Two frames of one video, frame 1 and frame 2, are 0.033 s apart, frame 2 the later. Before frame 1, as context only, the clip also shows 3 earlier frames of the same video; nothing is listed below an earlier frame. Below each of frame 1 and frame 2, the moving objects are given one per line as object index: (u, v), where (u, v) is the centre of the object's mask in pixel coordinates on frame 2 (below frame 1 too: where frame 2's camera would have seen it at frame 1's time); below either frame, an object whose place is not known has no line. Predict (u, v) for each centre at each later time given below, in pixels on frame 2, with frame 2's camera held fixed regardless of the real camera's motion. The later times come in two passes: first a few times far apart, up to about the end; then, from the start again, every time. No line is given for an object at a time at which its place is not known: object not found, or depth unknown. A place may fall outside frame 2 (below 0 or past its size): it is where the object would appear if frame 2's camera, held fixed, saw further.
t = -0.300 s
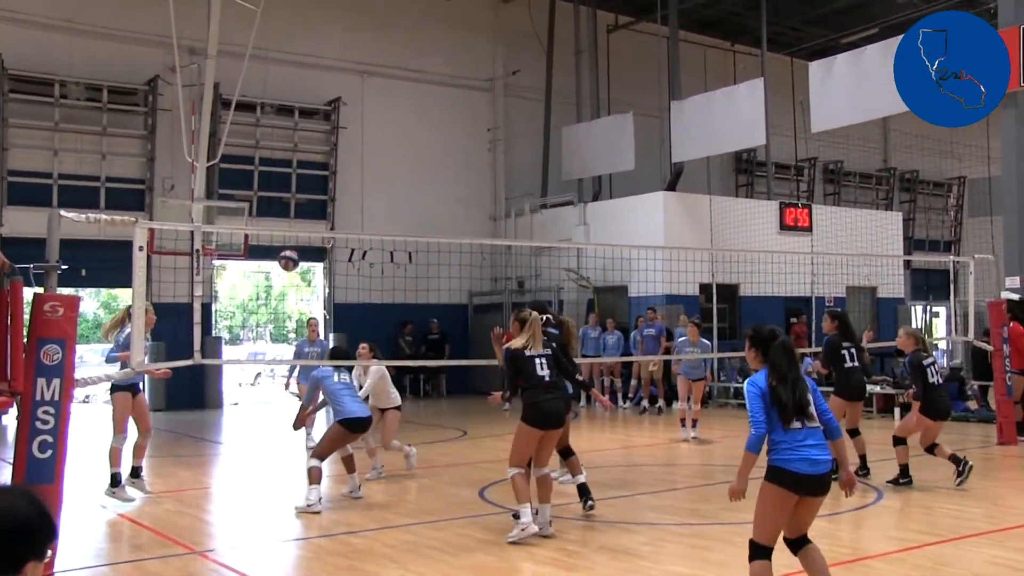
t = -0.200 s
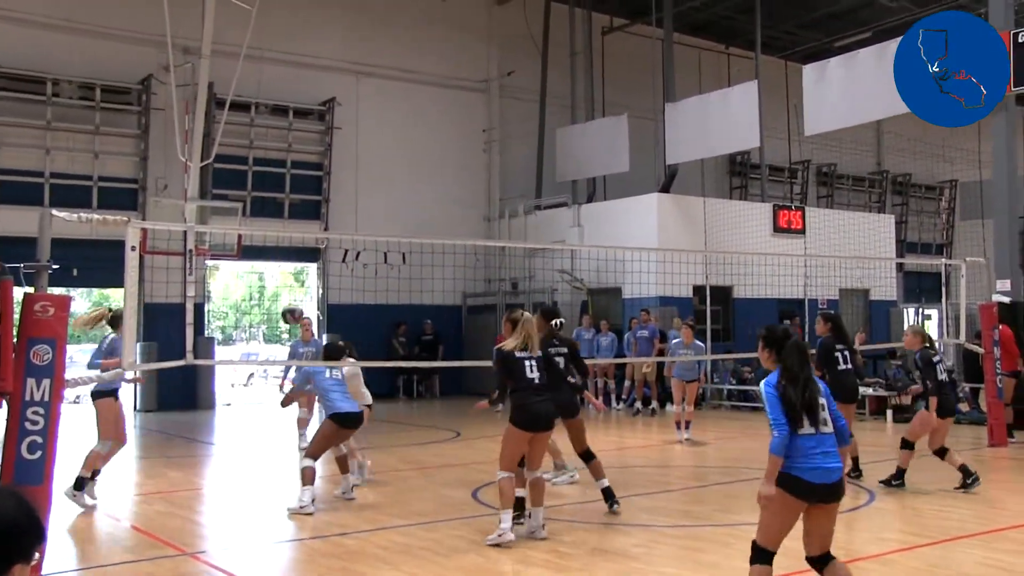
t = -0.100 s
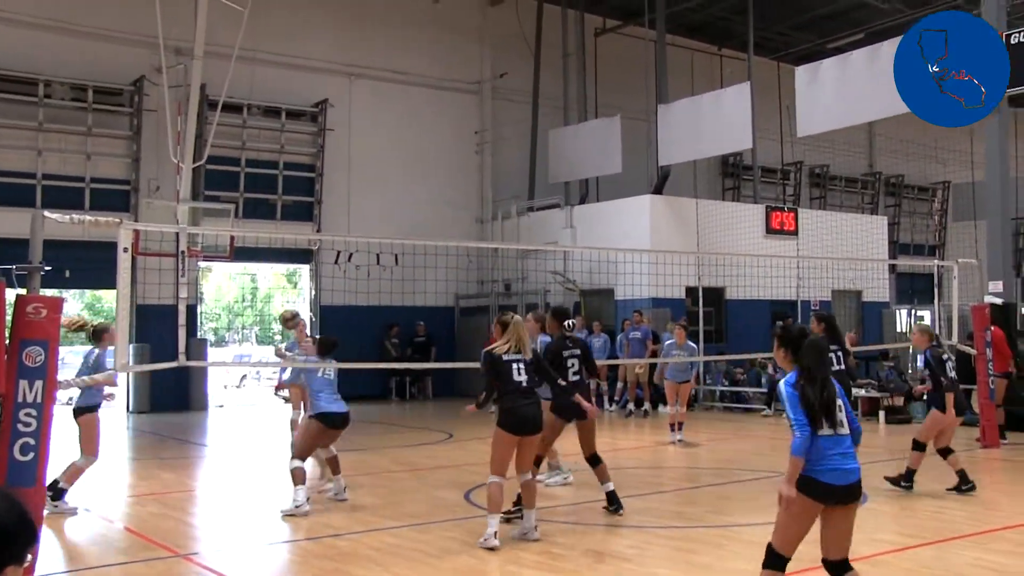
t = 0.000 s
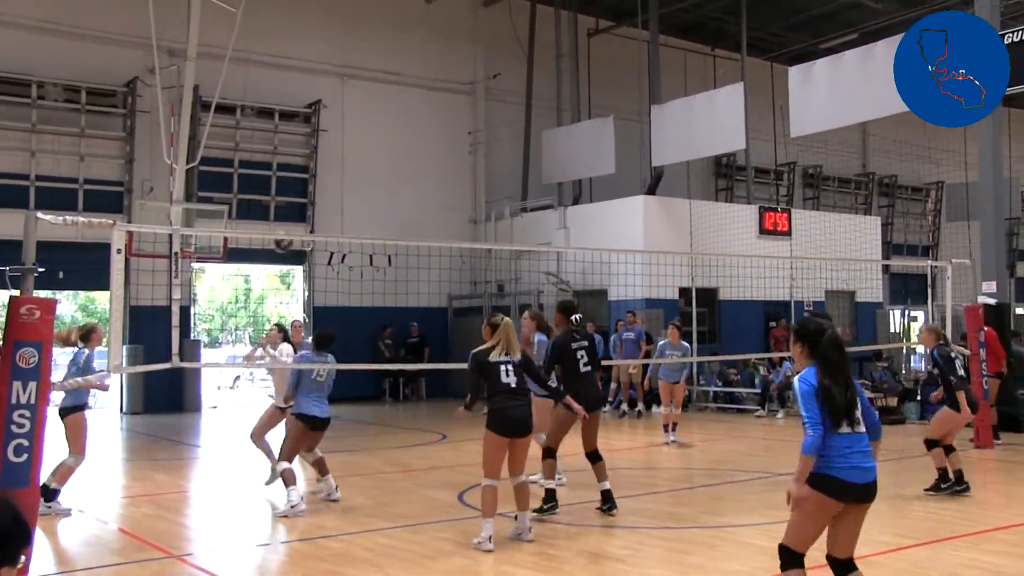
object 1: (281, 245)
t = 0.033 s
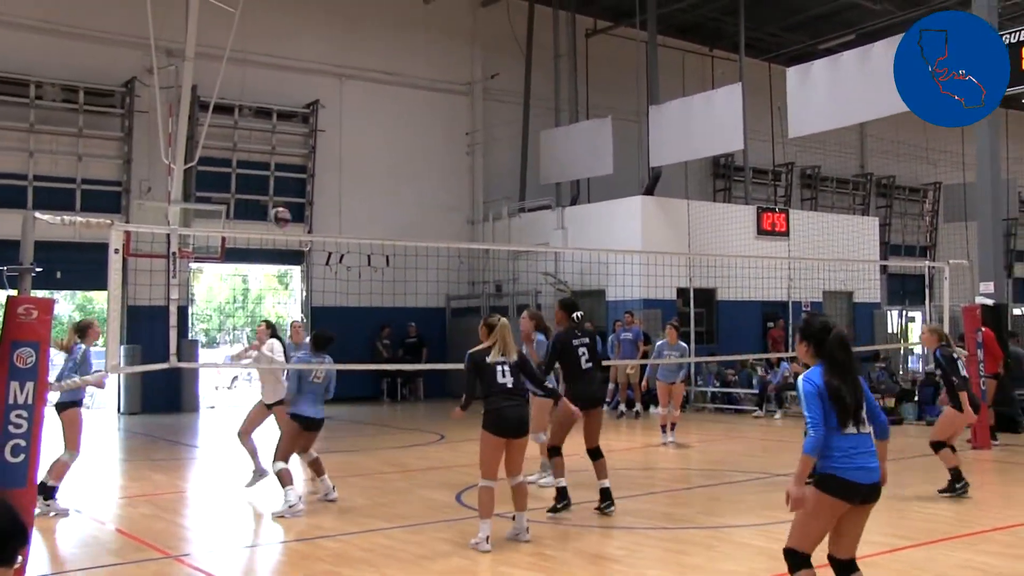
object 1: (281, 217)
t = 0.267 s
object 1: (281, 94)
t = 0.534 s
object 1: (285, 28)
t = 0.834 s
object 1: (288, 33)
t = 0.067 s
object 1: (280, 197)
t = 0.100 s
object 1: (280, 176)
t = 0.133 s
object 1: (281, 158)
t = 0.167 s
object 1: (280, 139)
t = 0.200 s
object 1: (280, 123)
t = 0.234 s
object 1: (281, 109)
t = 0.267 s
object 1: (281, 94)
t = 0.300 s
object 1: (282, 82)
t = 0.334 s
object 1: (283, 72)
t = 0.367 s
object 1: (282, 62)
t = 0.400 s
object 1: (283, 53)
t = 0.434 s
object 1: (284, 45)
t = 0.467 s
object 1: (284, 38)
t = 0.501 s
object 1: (284, 33)
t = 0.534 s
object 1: (285, 28)
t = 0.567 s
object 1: (285, 24)
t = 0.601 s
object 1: (285, 22)
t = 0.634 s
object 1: (286, 20)
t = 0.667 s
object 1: (286, 19)
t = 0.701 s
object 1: (287, 20)
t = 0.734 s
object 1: (286, 22)
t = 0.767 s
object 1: (288, 24)
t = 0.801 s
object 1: (288, 28)
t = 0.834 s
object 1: (288, 33)
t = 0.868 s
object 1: (289, 37)
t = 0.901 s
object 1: (289, 43)
